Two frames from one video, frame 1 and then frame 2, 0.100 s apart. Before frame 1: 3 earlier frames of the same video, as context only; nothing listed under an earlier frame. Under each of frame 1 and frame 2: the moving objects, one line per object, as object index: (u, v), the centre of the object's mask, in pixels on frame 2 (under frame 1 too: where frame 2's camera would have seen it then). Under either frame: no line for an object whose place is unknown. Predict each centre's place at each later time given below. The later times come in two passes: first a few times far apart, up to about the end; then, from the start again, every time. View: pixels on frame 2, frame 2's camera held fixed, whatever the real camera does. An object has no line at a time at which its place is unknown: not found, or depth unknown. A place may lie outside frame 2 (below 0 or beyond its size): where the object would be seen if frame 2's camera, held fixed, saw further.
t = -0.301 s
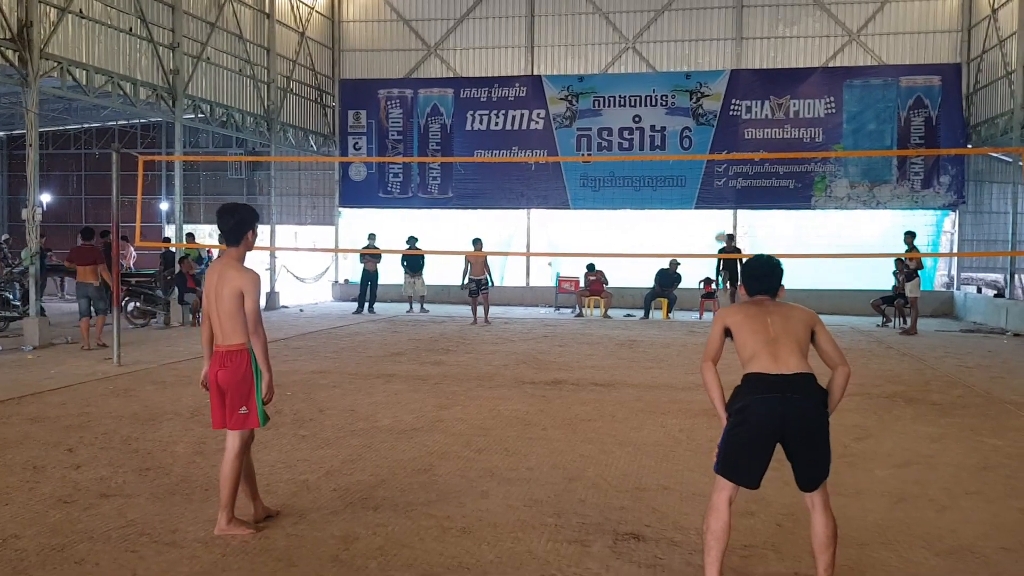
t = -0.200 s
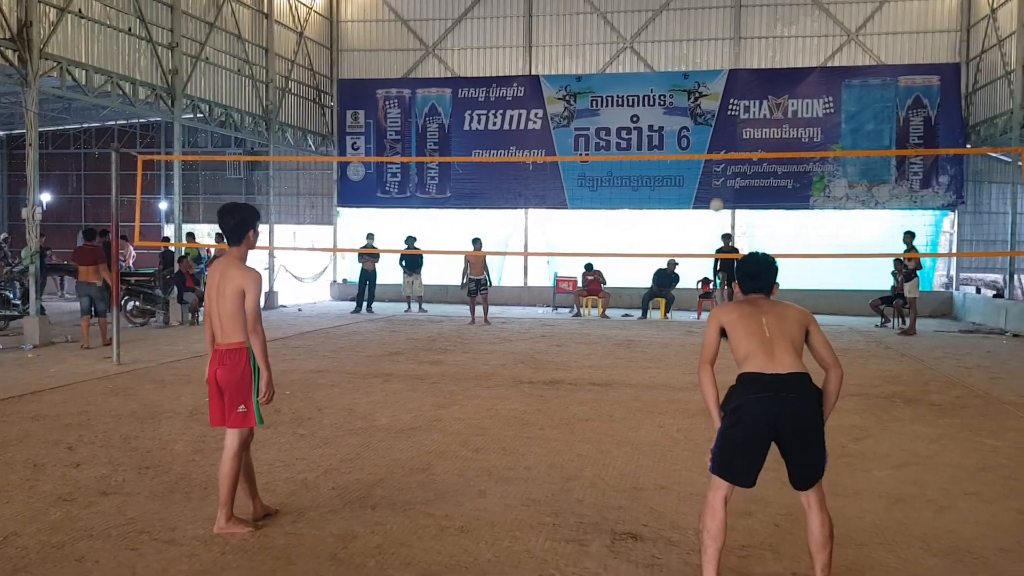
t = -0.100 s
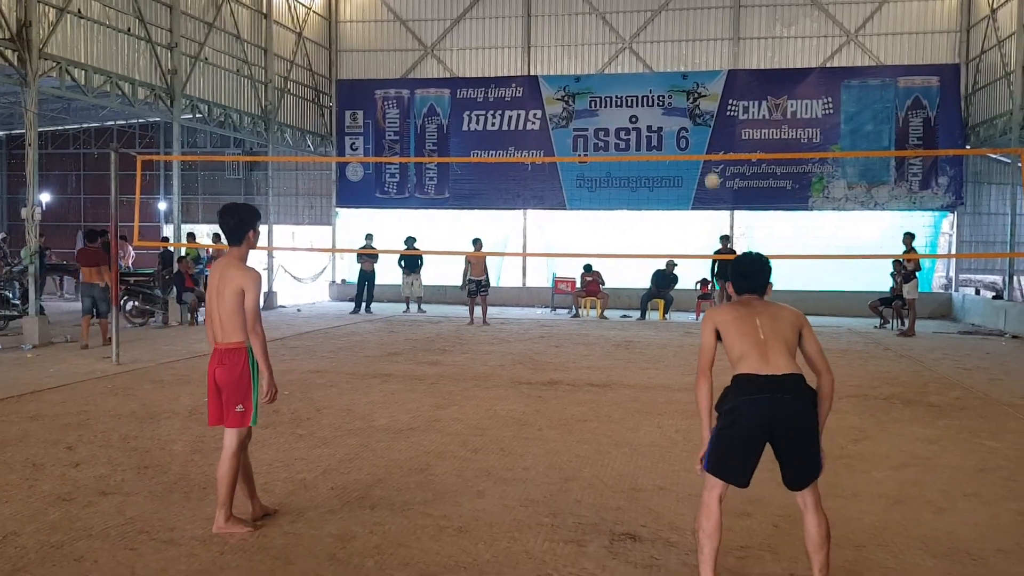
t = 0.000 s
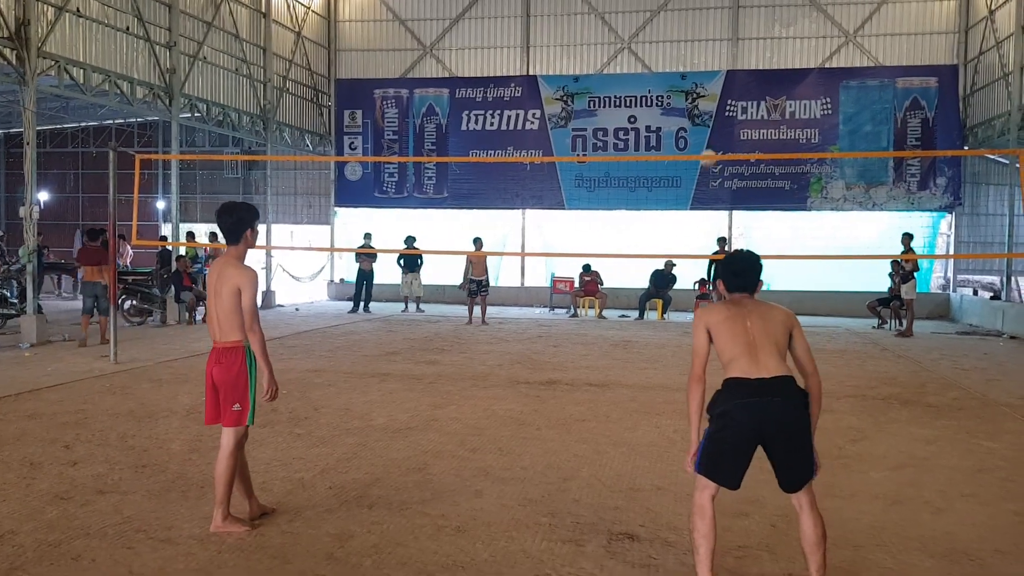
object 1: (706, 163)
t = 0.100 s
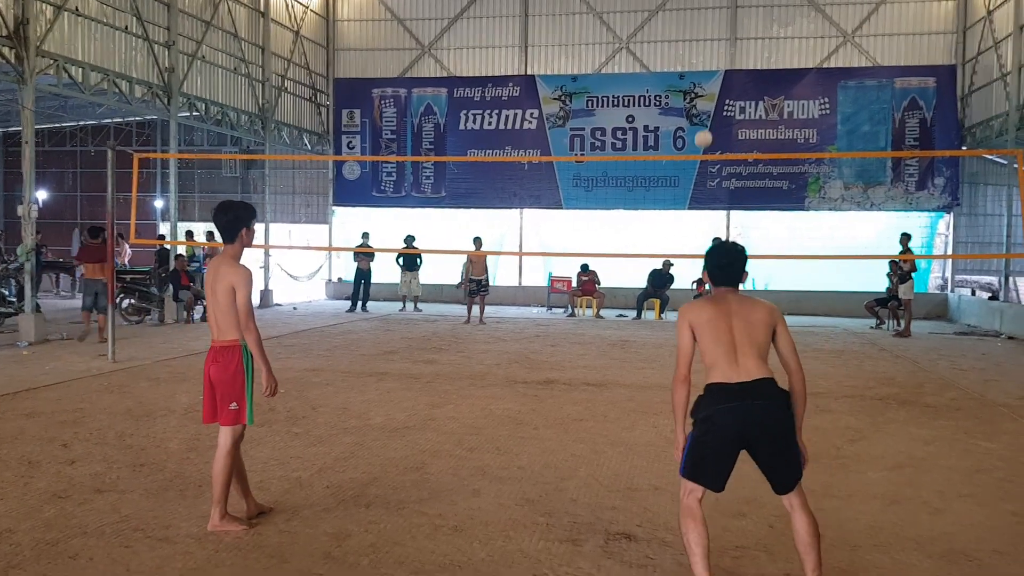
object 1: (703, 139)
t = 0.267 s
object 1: (698, 121)
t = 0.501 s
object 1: (684, 136)
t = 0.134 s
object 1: (702, 134)
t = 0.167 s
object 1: (701, 129)
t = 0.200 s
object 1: (700, 125)
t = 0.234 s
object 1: (699, 123)
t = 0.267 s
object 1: (698, 121)
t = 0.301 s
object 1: (696, 119)
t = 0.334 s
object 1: (695, 119)
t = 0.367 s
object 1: (693, 120)
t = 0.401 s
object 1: (692, 122)
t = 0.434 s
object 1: (689, 125)
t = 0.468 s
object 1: (687, 130)
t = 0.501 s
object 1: (684, 136)
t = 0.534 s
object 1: (681, 143)
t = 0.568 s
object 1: (676, 154)
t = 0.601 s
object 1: (673, 166)
